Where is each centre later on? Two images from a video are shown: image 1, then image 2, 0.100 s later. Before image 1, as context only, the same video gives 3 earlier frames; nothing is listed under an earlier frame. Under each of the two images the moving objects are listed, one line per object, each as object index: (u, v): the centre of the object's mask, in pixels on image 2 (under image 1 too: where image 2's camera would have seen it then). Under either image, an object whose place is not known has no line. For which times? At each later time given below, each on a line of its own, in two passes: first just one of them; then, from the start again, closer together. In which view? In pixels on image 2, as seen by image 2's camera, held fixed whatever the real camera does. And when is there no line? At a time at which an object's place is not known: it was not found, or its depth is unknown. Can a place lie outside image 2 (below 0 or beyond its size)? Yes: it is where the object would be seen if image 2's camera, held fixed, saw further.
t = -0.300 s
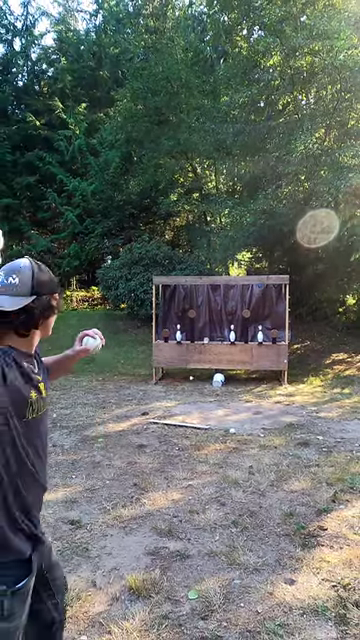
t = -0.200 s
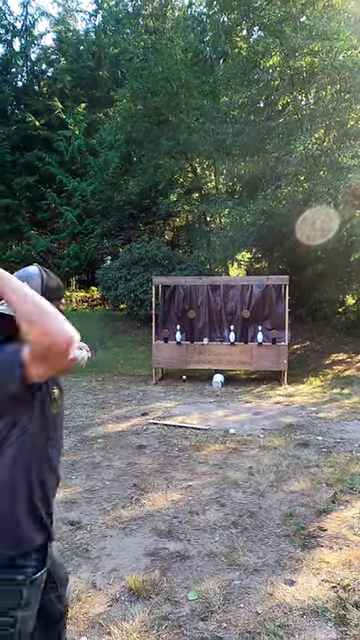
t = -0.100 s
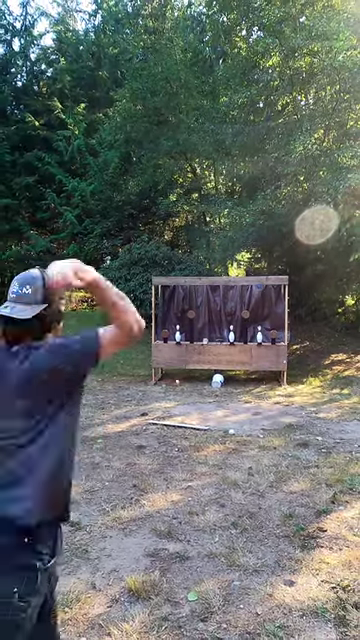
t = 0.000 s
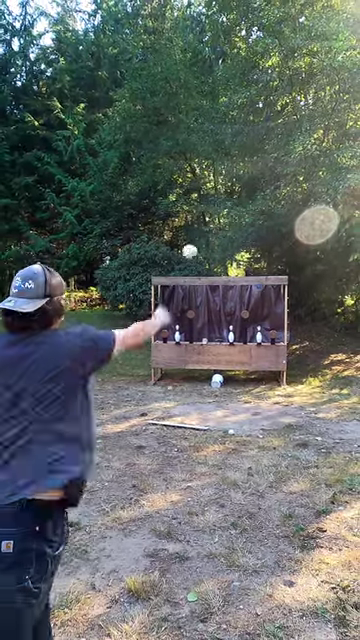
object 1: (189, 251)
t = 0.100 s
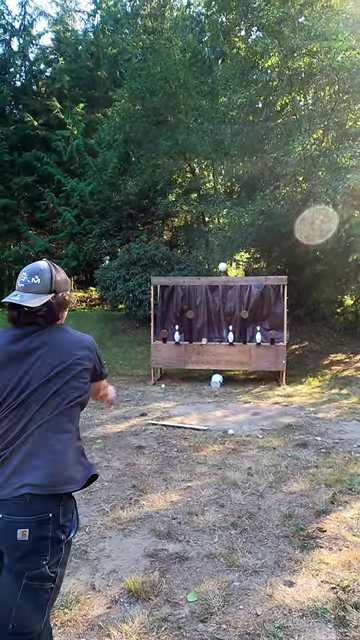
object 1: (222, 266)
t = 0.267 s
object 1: (243, 290)
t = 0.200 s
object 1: (237, 281)
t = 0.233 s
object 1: (241, 285)
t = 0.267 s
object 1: (243, 290)
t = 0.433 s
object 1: (252, 315)
